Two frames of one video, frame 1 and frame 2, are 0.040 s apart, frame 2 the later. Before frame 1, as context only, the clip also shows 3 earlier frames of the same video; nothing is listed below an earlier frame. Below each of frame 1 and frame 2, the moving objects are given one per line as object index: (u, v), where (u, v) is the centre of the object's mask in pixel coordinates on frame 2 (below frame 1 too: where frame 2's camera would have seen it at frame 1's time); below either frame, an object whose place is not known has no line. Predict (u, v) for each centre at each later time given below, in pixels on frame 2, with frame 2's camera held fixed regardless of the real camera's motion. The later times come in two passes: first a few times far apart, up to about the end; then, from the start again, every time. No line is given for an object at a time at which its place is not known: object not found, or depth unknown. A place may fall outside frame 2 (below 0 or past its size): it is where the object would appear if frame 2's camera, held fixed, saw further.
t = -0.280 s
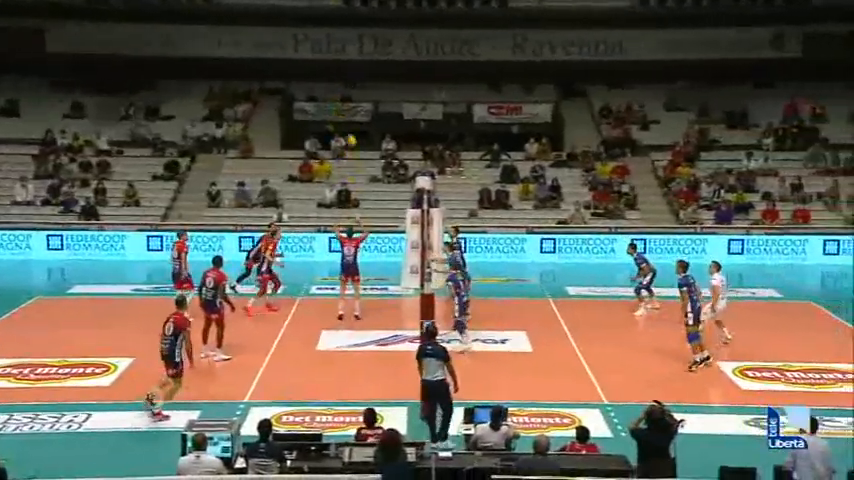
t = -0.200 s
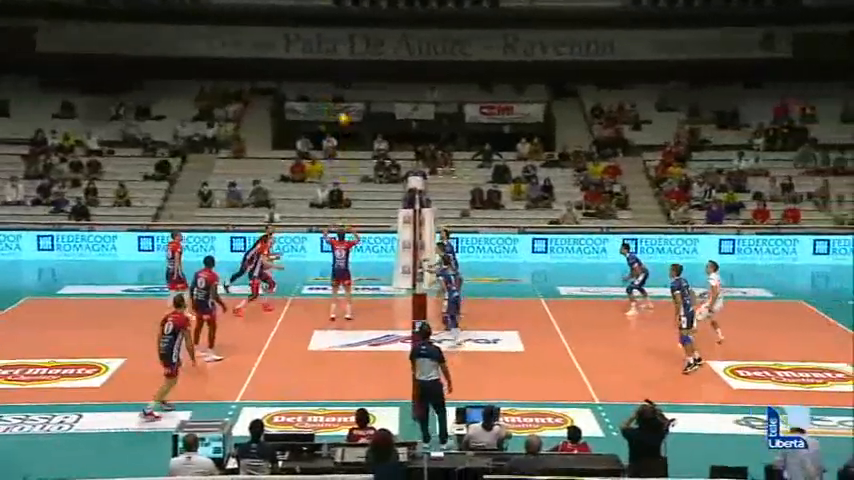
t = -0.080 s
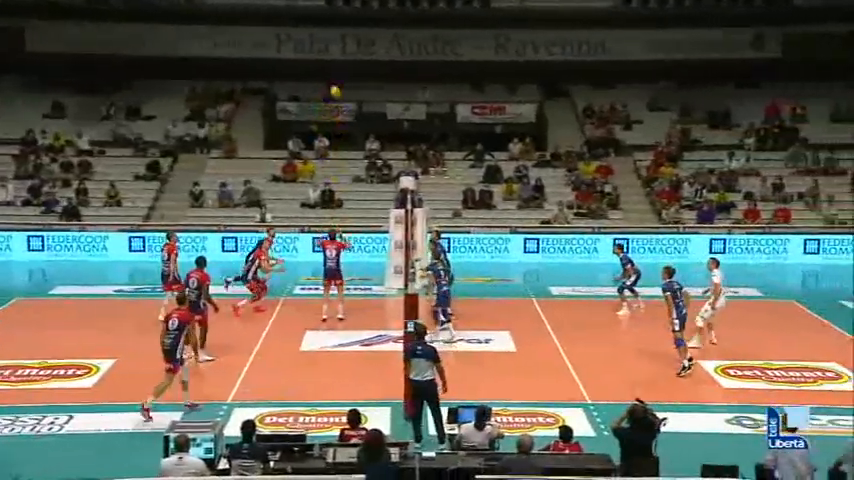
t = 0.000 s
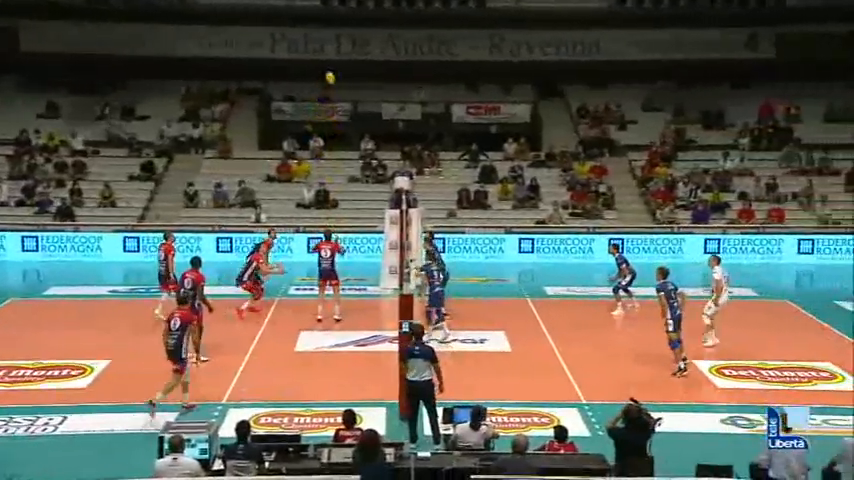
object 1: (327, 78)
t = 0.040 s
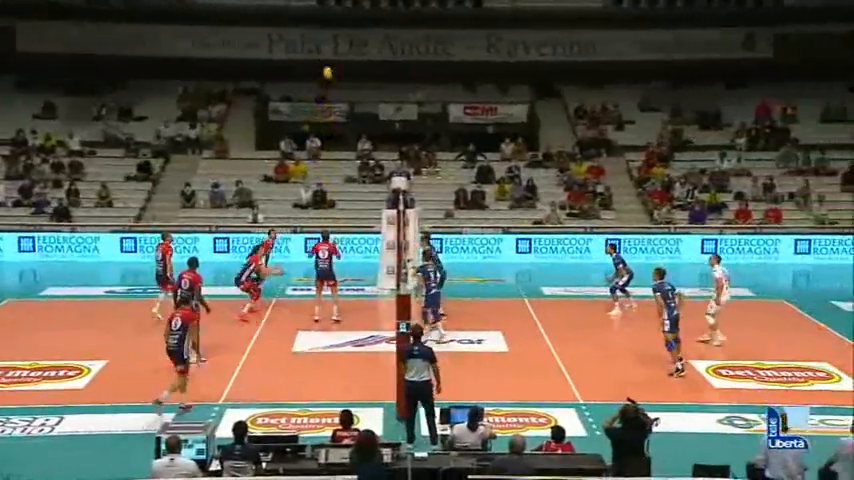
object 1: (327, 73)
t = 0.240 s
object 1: (329, 55)
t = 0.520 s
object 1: (331, 60)
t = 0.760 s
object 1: (333, 93)
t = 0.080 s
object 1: (327, 67)
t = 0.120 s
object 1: (328, 63)
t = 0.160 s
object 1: (328, 59)
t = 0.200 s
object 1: (328, 57)
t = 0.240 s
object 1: (329, 55)
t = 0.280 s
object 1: (328, 54)
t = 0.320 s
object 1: (328, 53)
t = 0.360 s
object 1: (329, 53)
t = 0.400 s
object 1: (330, 54)
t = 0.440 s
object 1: (330, 54)
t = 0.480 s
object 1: (330, 57)
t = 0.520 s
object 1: (331, 60)
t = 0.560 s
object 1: (331, 64)
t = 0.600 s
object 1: (331, 68)
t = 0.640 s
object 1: (332, 73)
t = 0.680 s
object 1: (332, 79)
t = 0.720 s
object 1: (333, 86)
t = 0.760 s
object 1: (333, 93)
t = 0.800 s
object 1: (334, 100)
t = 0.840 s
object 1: (334, 108)
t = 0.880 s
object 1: (335, 116)
